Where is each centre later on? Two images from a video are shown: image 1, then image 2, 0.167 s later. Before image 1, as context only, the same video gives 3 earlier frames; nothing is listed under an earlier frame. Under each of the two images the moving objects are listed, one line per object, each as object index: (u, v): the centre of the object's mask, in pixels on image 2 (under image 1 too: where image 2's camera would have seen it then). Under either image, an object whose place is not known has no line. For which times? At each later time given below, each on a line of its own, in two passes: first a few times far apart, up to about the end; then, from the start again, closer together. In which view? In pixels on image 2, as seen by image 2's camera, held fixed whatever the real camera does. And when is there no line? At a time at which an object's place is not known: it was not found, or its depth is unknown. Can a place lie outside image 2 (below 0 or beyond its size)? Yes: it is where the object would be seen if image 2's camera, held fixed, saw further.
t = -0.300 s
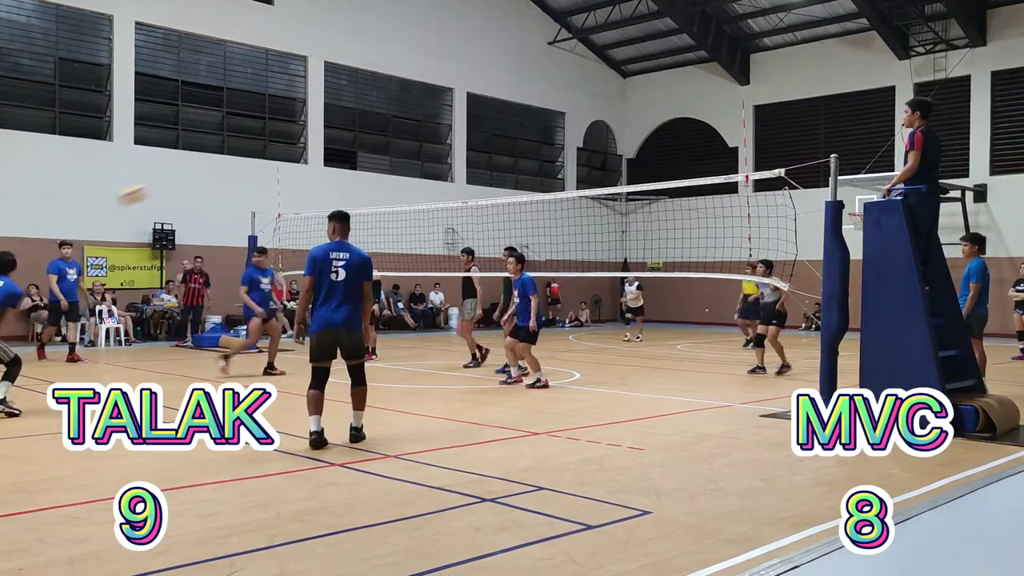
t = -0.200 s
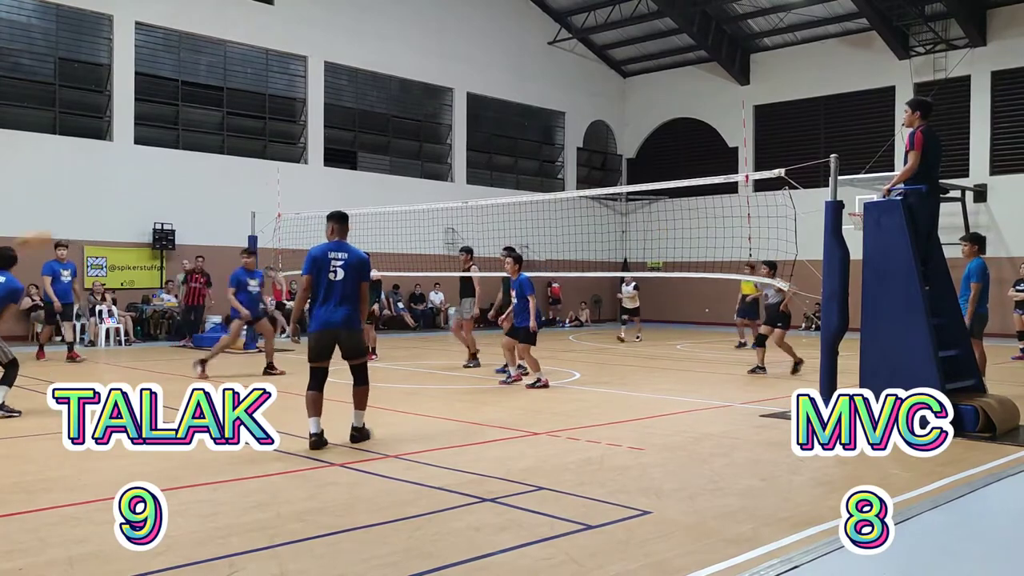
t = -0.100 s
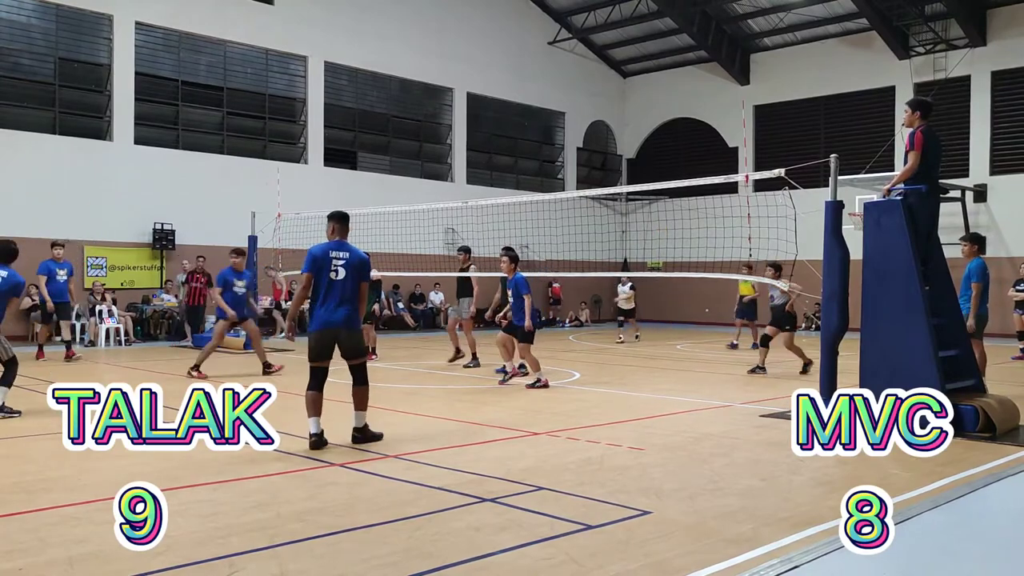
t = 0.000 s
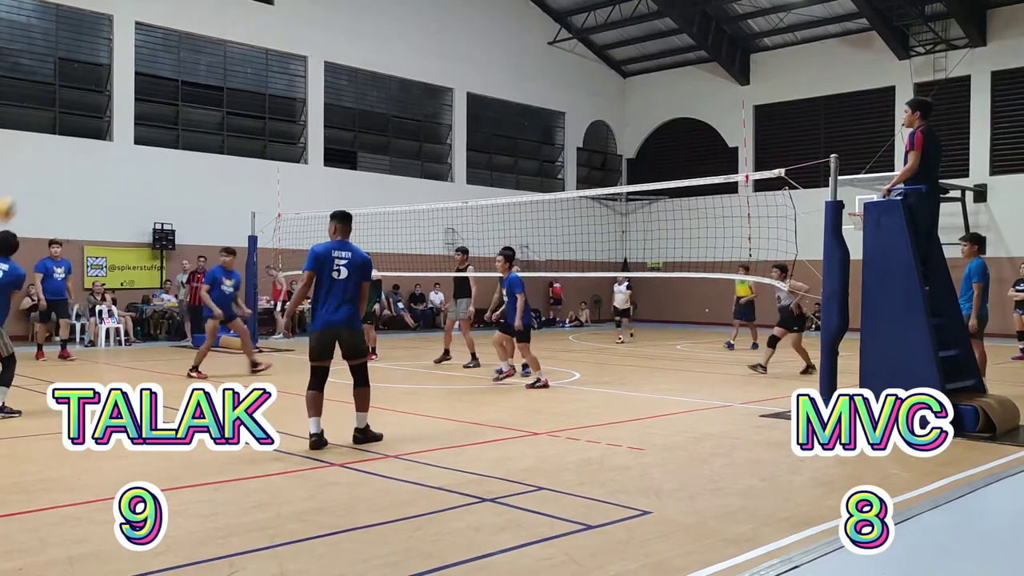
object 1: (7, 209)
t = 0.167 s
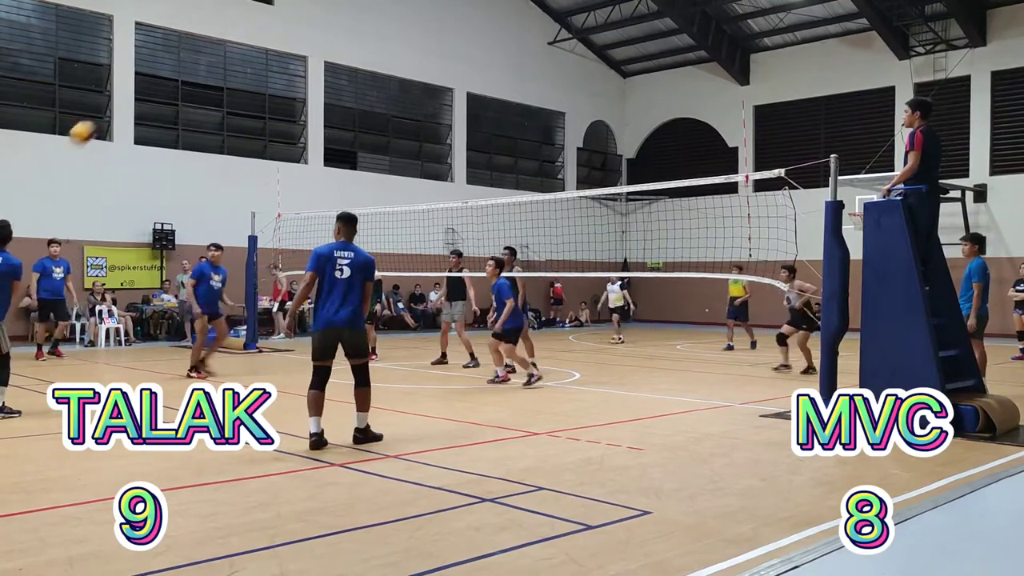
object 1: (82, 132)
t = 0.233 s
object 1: (109, 112)
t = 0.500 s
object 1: (224, 65)
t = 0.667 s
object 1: (291, 72)
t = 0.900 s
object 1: (380, 126)
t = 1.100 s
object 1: (451, 211)
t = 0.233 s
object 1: (109, 112)
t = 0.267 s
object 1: (128, 102)
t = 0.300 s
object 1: (142, 93)
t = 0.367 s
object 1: (168, 80)
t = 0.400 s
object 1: (183, 74)
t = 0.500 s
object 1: (224, 65)
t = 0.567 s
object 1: (251, 65)
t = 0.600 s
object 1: (264, 66)
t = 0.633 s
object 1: (278, 69)
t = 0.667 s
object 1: (291, 72)
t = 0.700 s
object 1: (303, 76)
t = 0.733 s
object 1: (318, 82)
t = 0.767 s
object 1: (332, 90)
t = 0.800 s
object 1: (343, 97)
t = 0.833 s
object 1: (355, 105)
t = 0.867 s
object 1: (368, 115)
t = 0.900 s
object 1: (380, 126)
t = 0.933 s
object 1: (392, 137)
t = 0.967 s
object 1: (404, 150)
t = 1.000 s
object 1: (416, 163)
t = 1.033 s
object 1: (428, 176)
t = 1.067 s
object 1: (439, 191)
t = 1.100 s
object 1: (451, 211)
